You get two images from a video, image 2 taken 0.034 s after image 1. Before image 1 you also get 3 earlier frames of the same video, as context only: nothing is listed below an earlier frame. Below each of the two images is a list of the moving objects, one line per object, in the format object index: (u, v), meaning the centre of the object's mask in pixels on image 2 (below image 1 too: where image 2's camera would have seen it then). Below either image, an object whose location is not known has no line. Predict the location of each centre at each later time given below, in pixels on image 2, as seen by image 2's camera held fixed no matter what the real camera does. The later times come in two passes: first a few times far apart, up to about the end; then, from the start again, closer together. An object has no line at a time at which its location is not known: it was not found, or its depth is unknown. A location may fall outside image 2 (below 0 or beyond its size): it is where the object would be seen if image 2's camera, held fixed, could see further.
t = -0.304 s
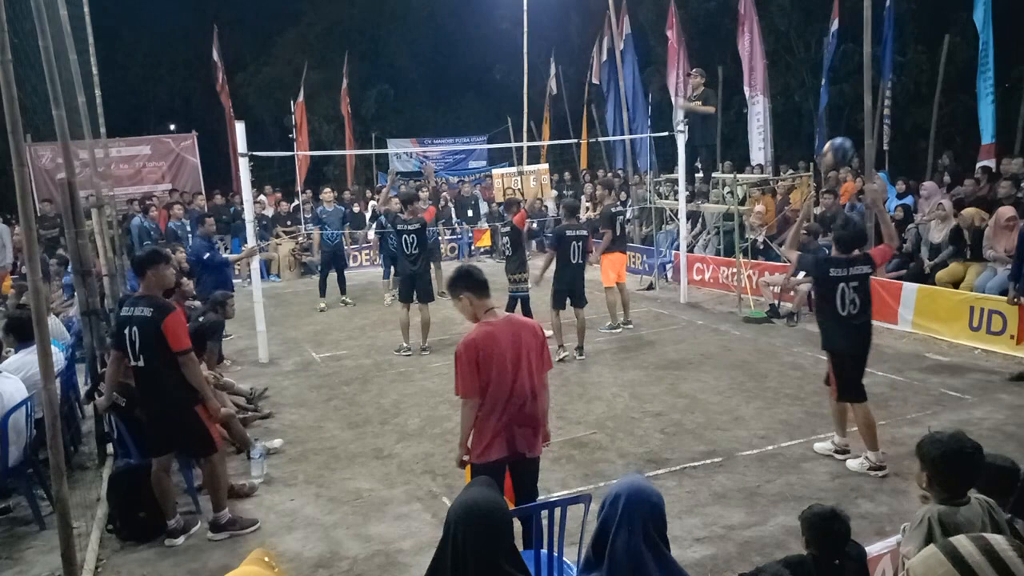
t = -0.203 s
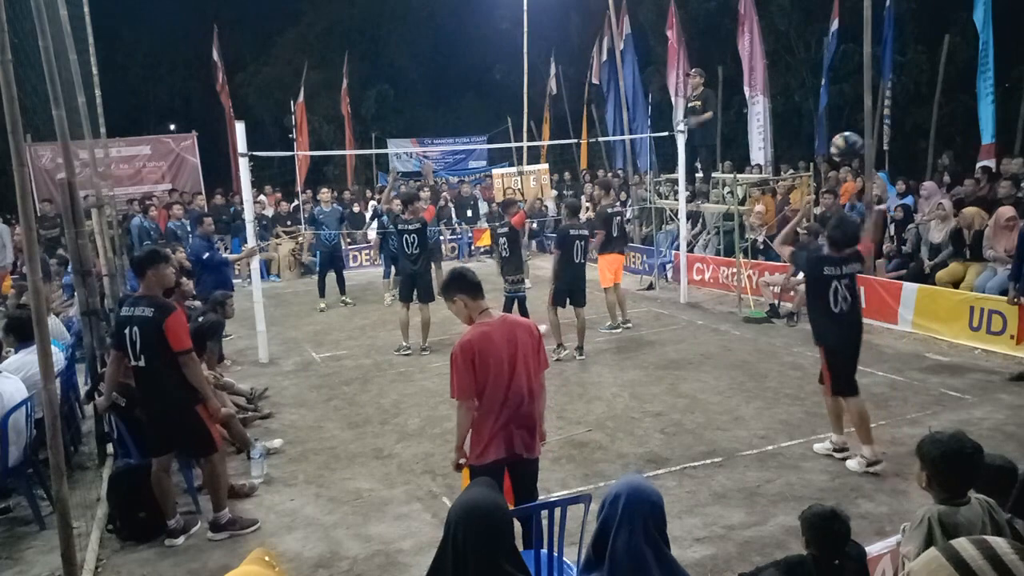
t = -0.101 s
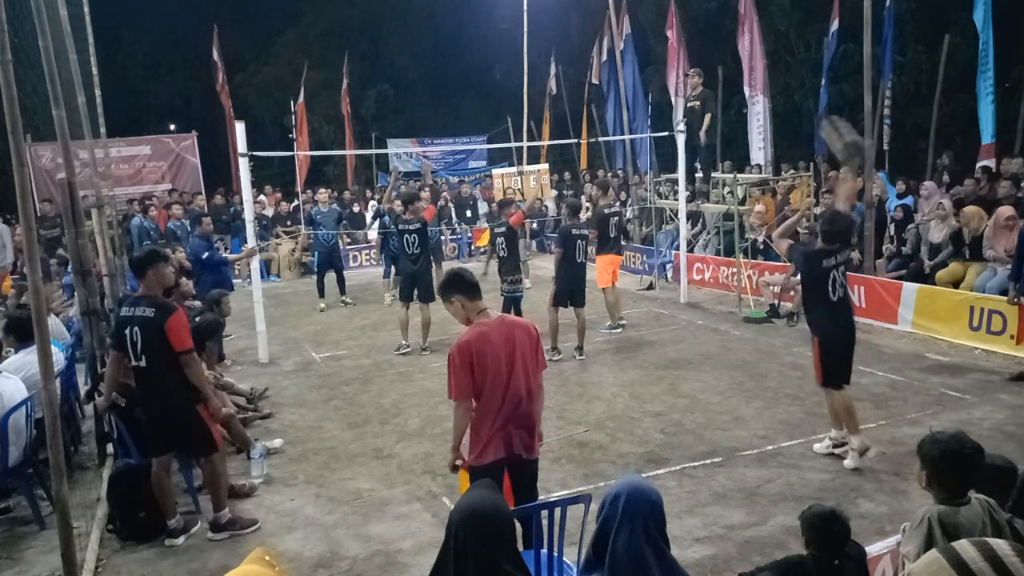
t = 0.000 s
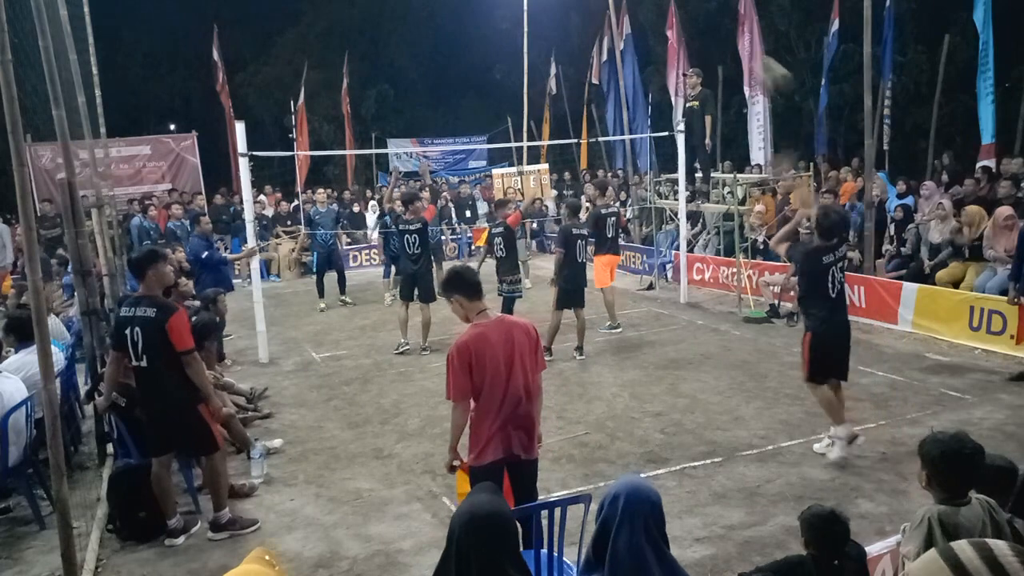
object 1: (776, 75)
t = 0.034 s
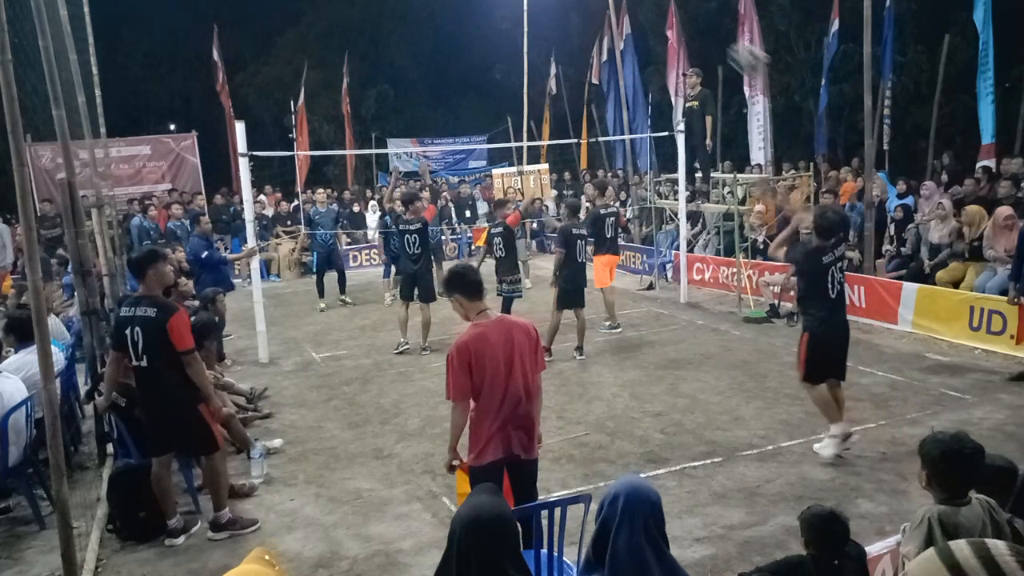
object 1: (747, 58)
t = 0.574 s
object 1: (502, 36)
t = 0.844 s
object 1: (433, 126)
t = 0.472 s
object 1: (536, 13)
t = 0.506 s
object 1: (524, 22)
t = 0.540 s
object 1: (511, 27)
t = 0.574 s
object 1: (502, 36)
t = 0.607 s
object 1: (491, 45)
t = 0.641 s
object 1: (482, 57)
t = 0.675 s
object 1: (472, 67)
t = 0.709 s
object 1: (464, 77)
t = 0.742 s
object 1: (455, 89)
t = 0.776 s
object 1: (447, 101)
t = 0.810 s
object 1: (440, 113)
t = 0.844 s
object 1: (433, 126)
